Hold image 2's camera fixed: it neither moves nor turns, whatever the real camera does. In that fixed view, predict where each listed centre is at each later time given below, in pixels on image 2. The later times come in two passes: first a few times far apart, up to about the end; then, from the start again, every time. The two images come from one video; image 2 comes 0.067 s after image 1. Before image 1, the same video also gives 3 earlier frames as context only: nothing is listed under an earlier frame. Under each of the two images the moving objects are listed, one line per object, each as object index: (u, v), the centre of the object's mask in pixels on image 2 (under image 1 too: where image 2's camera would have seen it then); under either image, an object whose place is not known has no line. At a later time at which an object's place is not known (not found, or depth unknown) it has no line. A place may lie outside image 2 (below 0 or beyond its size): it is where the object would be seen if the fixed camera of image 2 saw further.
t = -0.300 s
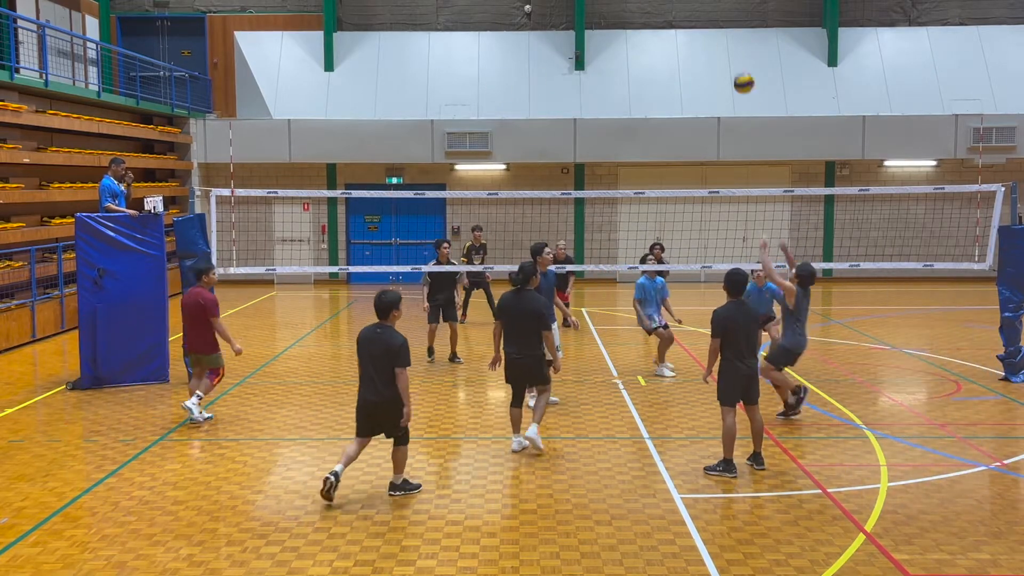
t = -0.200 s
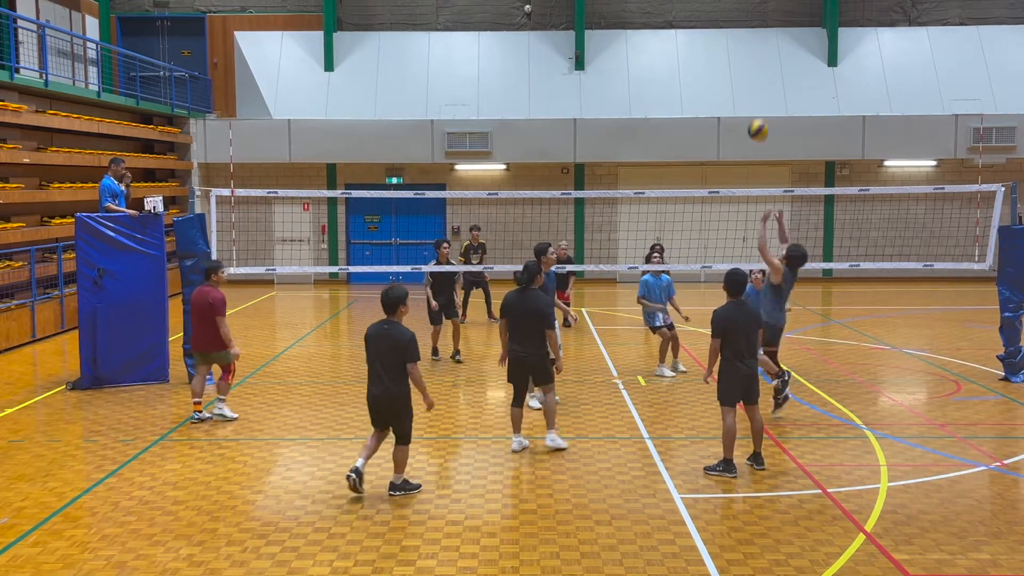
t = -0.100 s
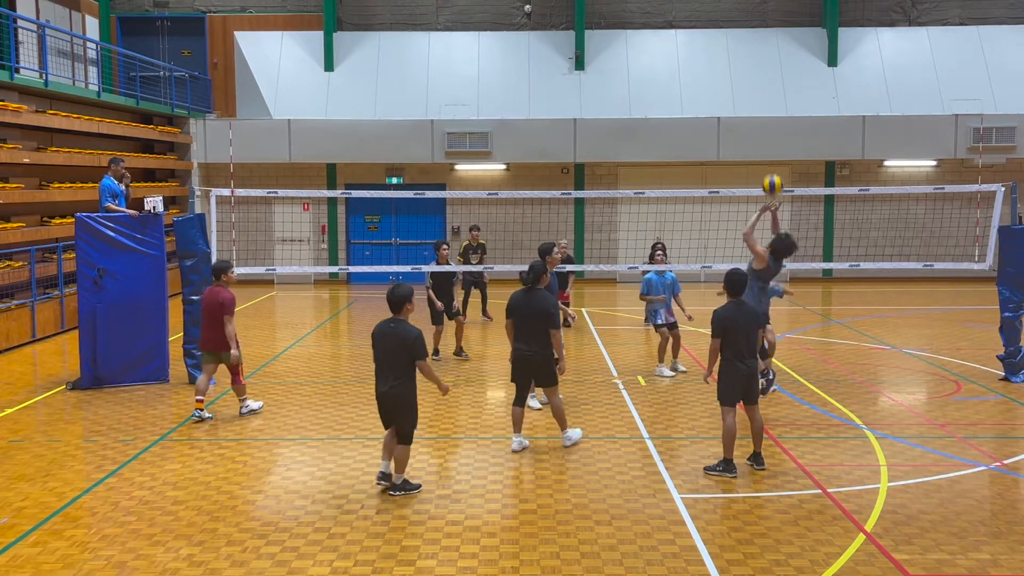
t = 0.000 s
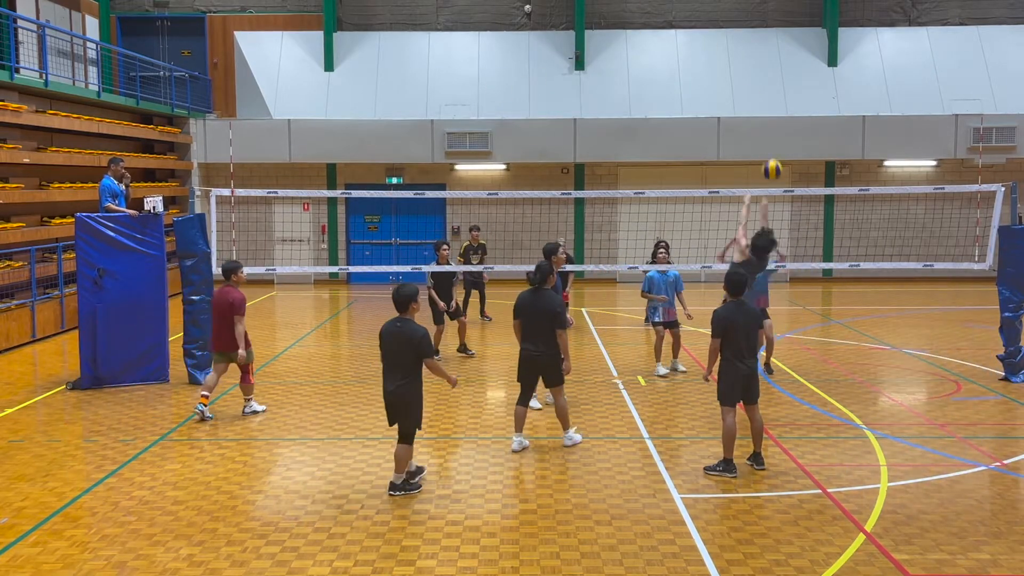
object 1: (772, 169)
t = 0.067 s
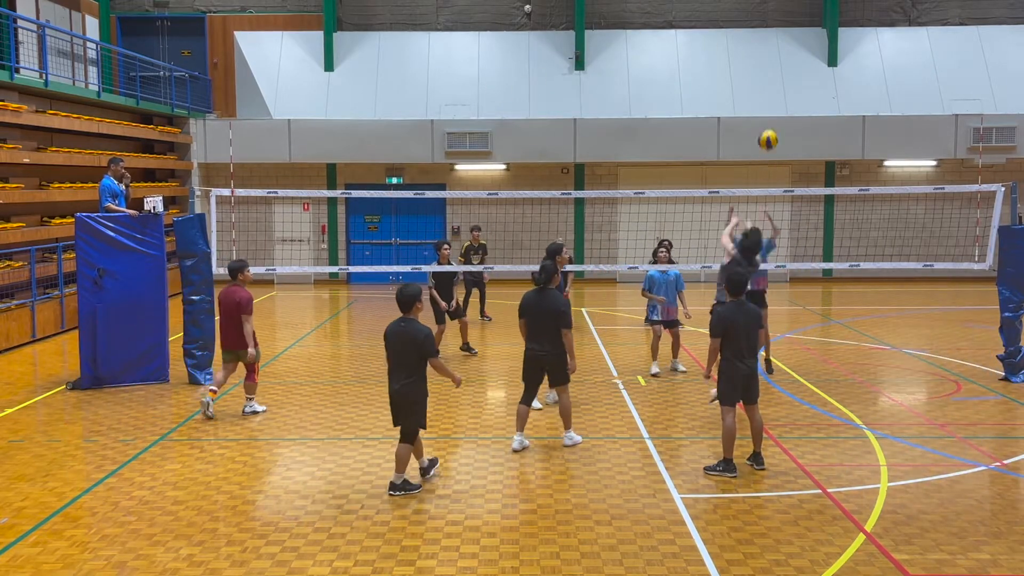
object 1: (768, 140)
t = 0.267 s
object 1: (757, 83)
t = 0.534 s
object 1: (745, 71)
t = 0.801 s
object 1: (736, 109)
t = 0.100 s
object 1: (766, 127)
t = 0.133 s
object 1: (764, 116)
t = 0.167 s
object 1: (762, 105)
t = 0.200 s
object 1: (760, 97)
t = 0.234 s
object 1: (758, 89)
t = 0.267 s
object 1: (757, 83)
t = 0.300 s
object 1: (755, 78)
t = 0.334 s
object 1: (754, 74)
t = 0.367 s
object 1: (753, 72)
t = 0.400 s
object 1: (751, 70)
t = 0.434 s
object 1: (749, 69)
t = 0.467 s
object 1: (748, 69)
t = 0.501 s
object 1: (746, 69)
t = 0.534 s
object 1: (745, 71)
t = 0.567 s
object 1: (744, 73)
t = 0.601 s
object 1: (743, 76)
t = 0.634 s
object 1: (742, 80)
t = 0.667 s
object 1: (741, 84)
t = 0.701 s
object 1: (740, 90)
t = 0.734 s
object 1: (738, 96)
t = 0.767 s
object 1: (737, 102)
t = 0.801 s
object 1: (736, 109)
